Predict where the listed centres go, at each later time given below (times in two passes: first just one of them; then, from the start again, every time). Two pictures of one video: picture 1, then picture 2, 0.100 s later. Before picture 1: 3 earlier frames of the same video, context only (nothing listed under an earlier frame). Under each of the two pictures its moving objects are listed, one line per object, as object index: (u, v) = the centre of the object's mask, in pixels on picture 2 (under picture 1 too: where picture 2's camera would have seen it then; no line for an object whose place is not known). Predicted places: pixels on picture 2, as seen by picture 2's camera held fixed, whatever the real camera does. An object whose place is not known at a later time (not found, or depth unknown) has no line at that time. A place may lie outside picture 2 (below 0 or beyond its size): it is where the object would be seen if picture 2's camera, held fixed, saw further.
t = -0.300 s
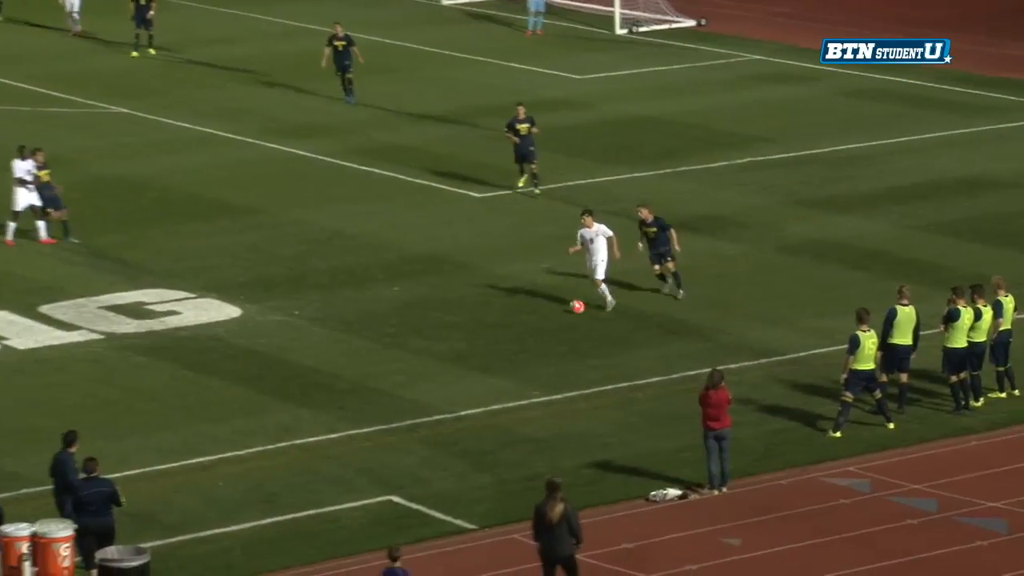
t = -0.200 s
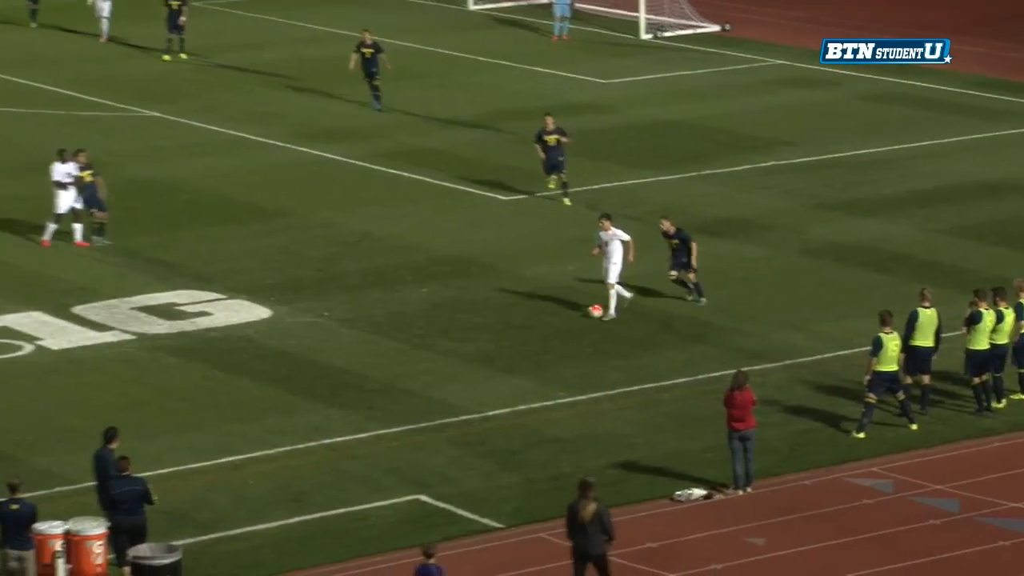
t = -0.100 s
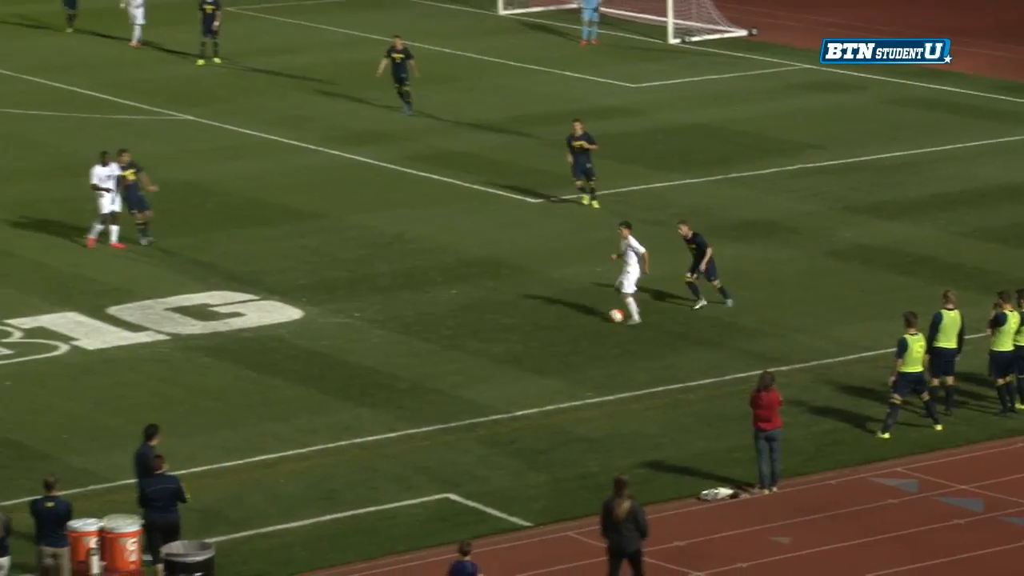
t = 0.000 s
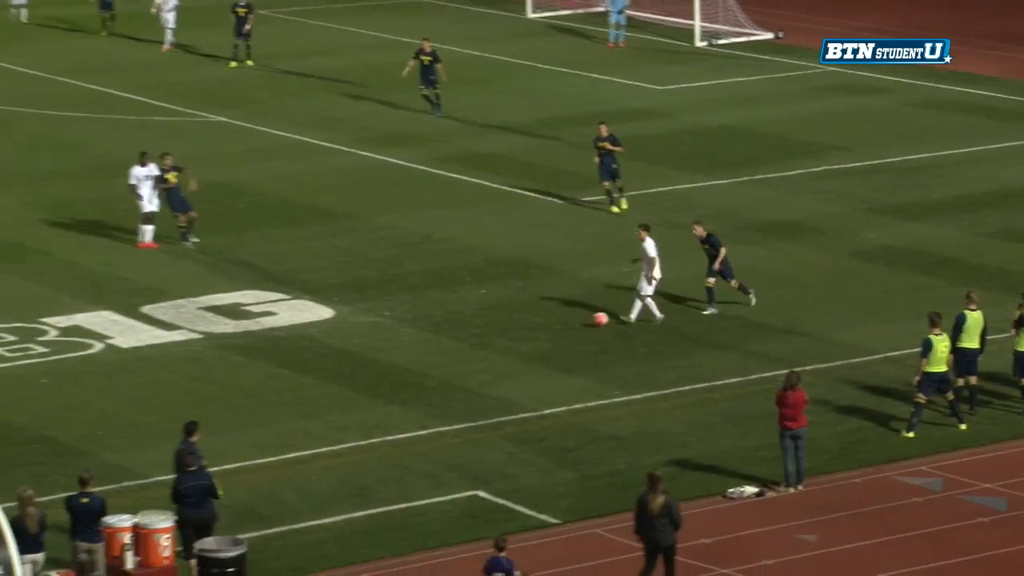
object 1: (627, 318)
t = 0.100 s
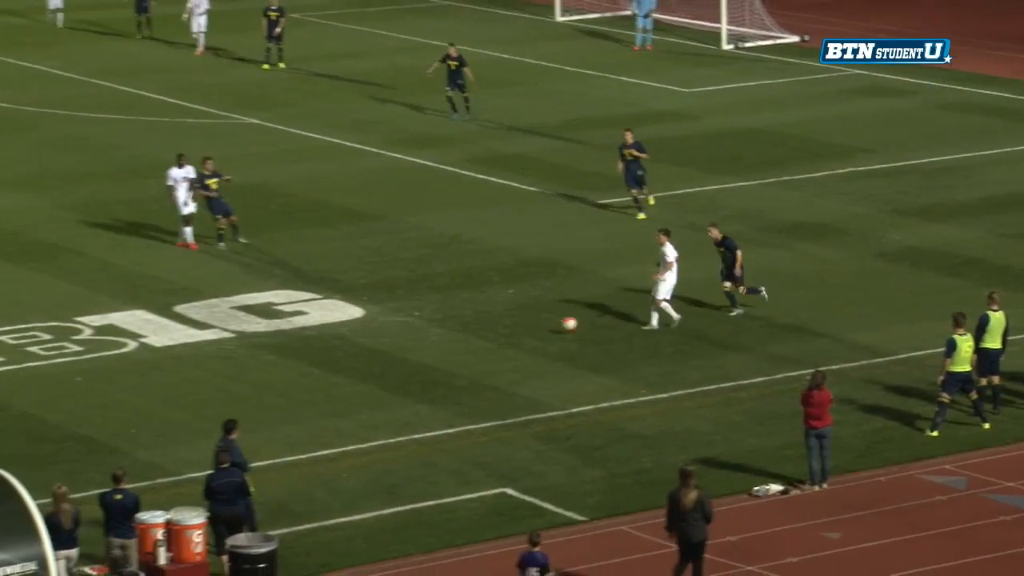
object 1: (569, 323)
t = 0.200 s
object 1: (511, 335)
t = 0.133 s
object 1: (549, 326)
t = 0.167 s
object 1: (530, 330)
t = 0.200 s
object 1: (511, 335)
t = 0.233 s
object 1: (492, 338)
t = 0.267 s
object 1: (475, 338)
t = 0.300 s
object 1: (459, 338)
